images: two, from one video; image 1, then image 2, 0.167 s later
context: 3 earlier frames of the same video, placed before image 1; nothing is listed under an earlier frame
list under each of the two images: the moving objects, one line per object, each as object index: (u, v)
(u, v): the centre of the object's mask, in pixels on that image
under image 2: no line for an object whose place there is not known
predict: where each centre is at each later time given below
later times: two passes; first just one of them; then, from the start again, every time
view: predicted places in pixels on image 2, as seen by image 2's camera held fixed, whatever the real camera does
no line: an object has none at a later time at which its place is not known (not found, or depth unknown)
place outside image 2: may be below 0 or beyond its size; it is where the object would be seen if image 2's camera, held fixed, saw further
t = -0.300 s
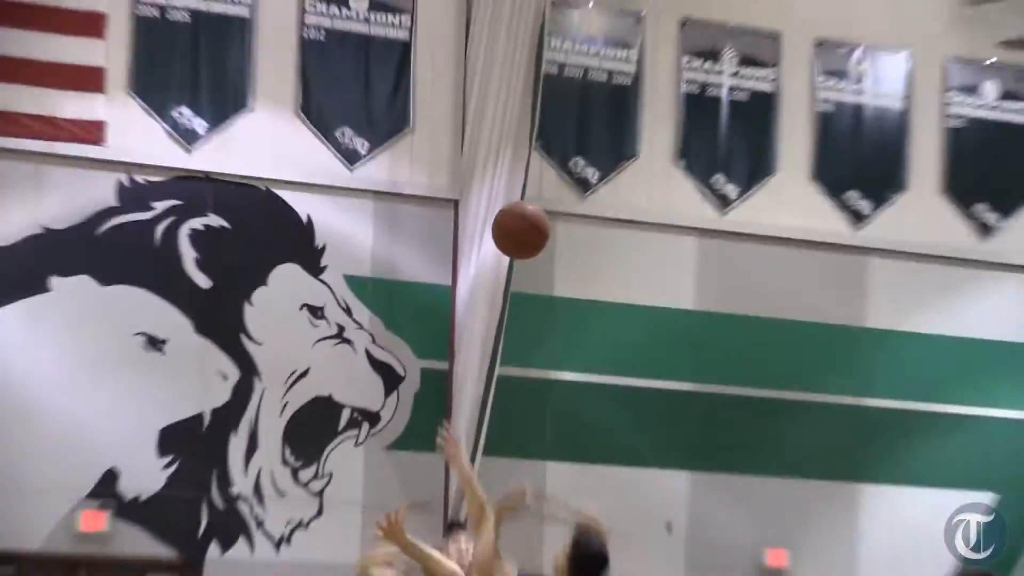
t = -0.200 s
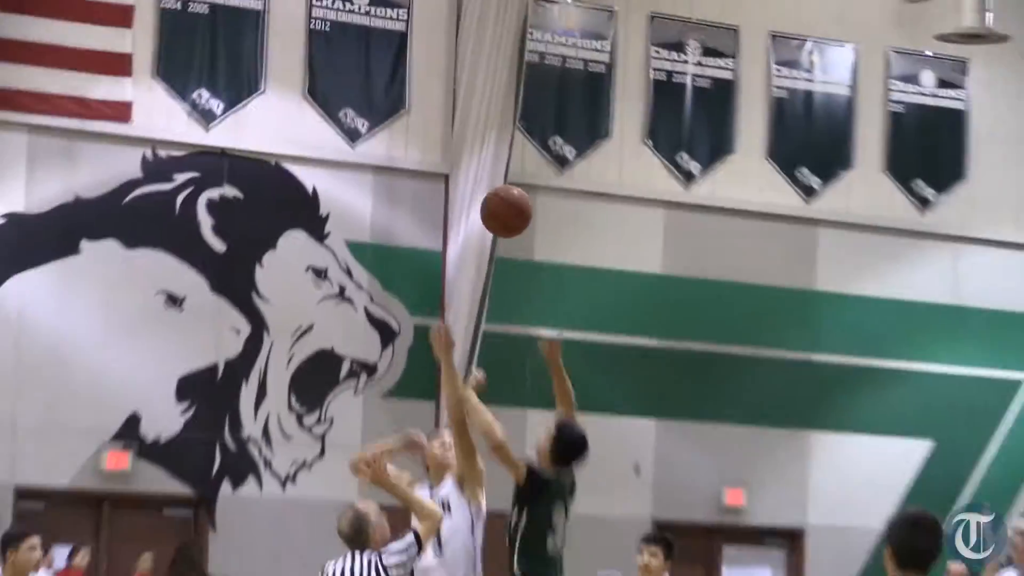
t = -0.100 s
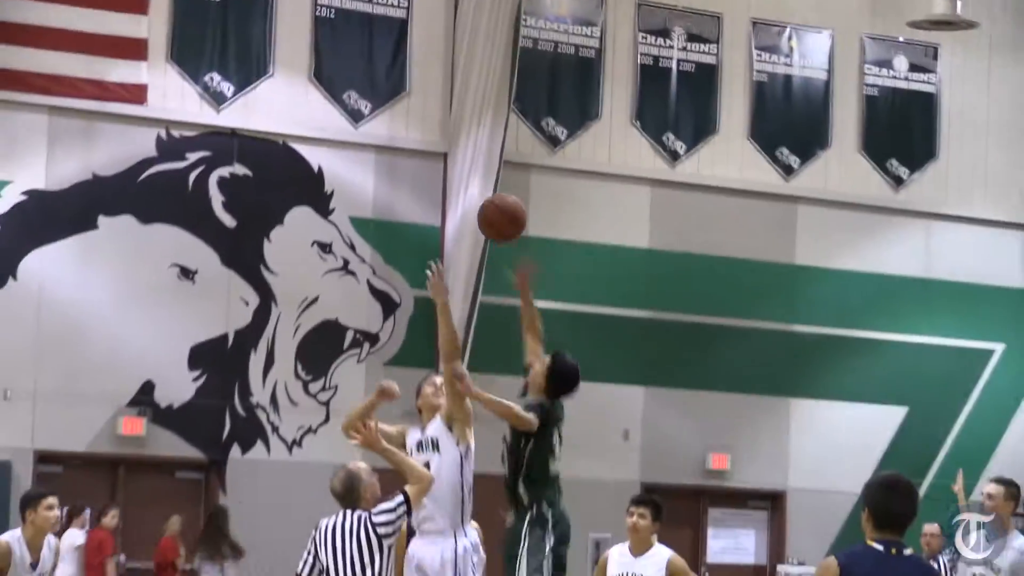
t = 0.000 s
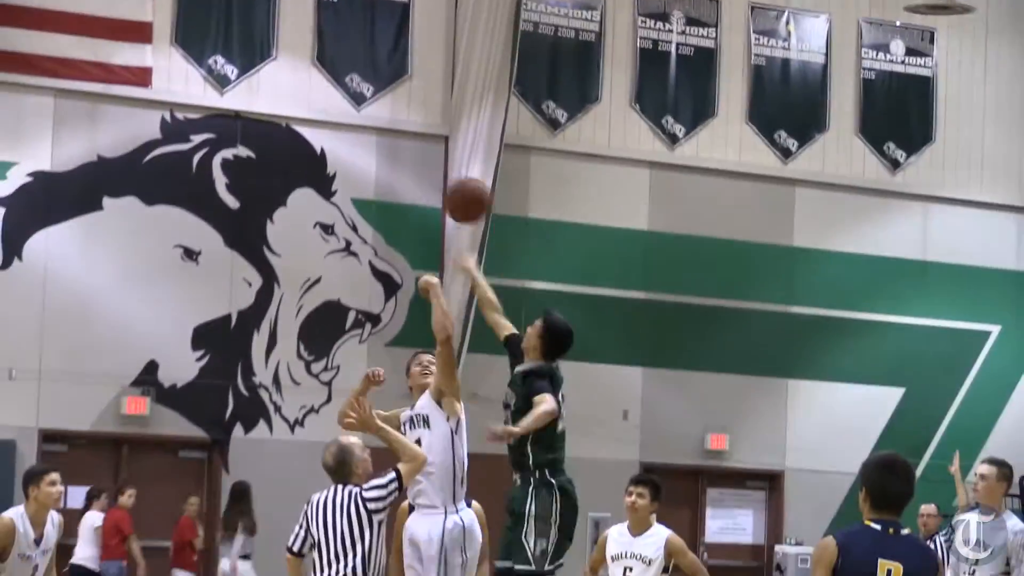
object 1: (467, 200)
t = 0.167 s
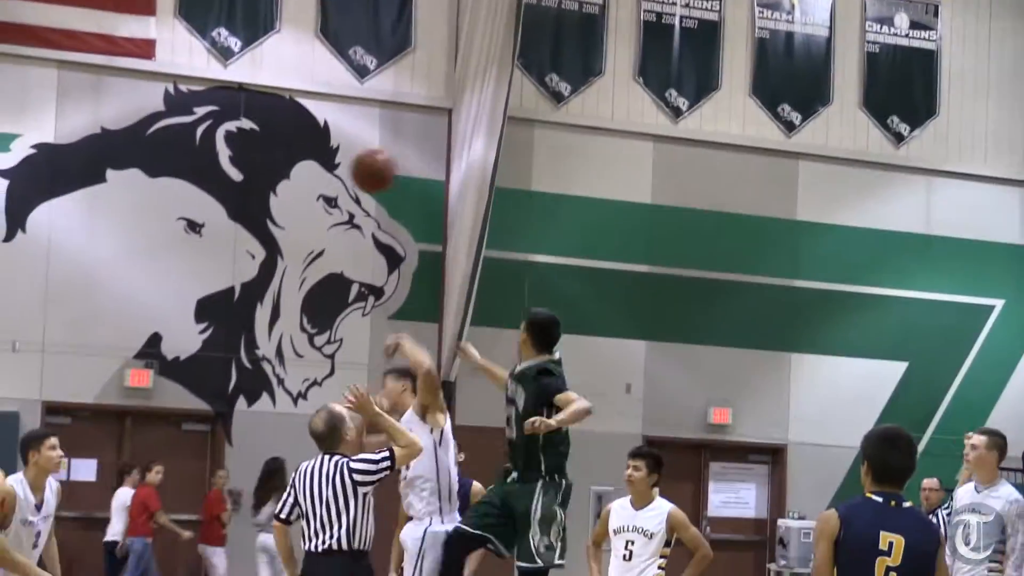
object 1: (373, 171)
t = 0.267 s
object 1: (319, 195)
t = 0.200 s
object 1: (354, 177)
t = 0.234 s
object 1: (336, 186)
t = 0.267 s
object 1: (319, 195)
